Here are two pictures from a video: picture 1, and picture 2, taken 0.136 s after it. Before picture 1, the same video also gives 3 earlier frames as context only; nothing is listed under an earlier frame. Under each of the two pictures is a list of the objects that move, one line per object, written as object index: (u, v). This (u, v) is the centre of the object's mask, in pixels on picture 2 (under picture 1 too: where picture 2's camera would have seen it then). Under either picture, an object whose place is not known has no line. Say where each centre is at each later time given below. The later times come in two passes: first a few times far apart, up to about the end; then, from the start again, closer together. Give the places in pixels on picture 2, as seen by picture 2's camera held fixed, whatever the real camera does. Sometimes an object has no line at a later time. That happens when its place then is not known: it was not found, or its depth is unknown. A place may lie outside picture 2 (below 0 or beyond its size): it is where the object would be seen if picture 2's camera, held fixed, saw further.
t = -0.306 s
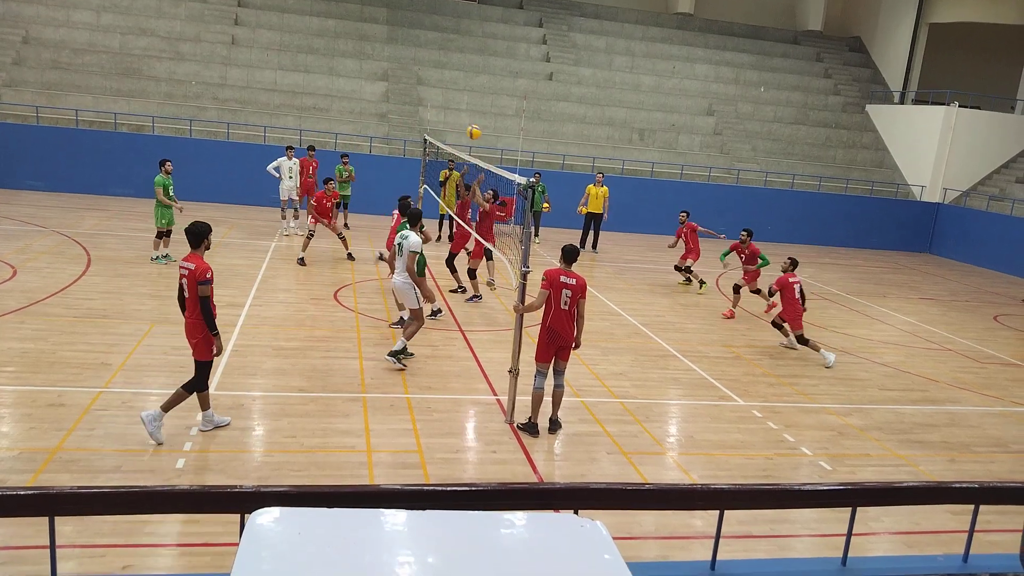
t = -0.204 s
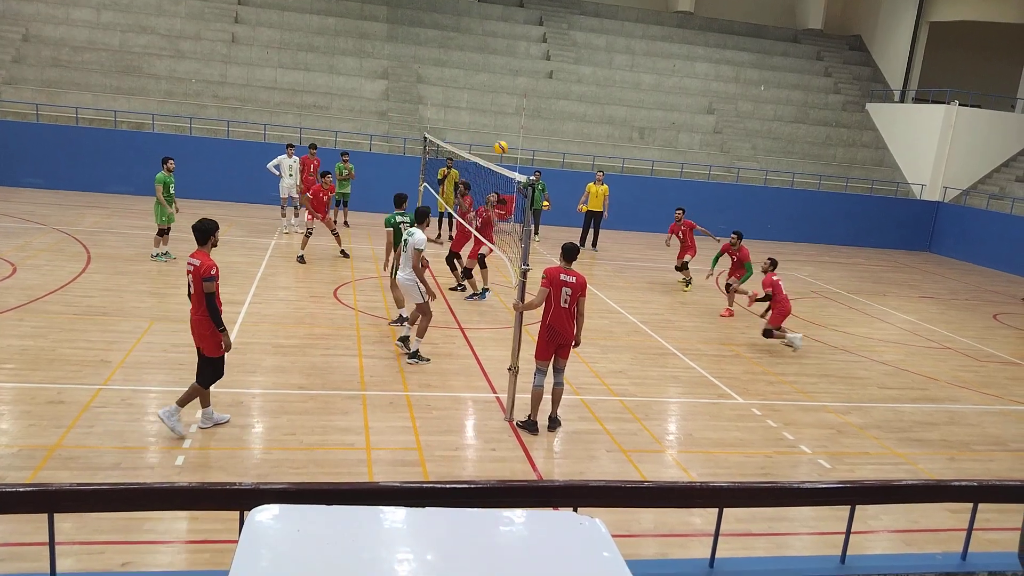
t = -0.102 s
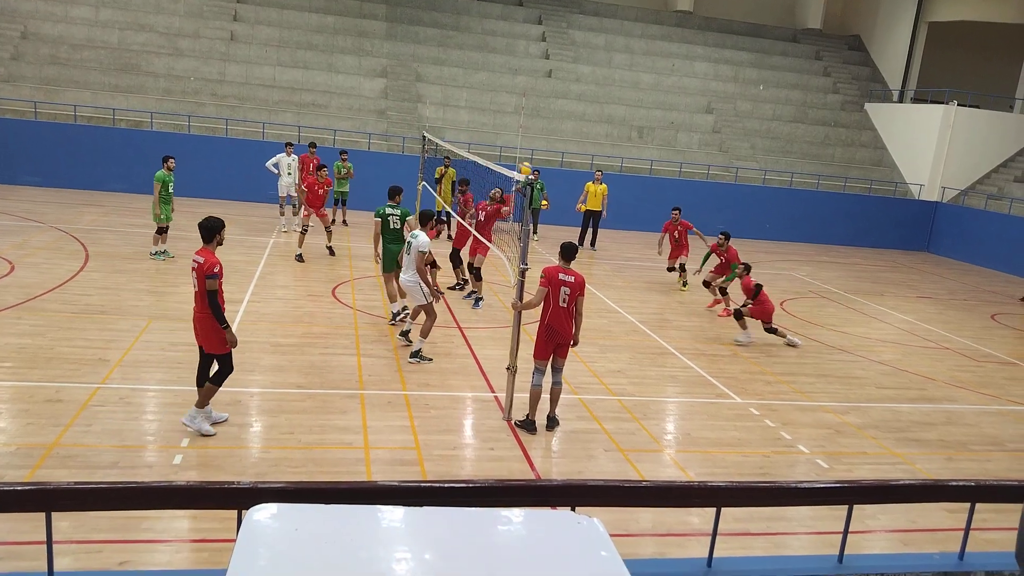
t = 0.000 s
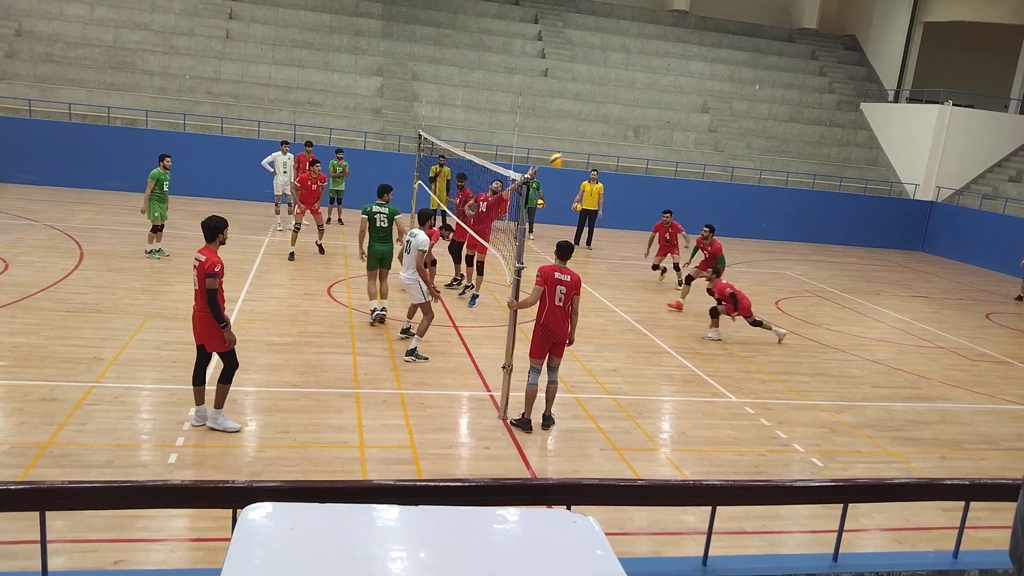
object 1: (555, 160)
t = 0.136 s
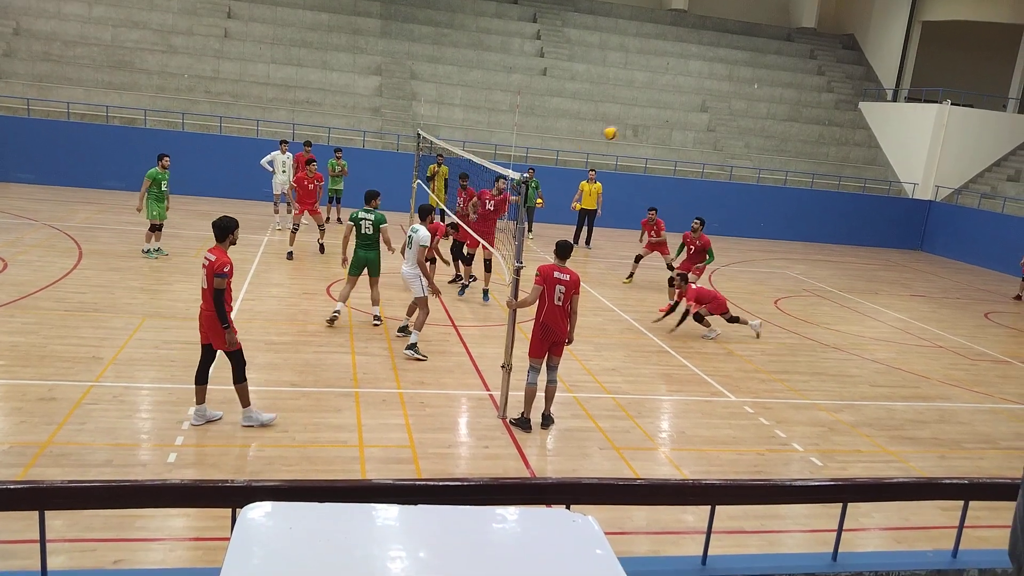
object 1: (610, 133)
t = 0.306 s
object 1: (678, 116)
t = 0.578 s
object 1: (779, 130)
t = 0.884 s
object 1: (876, 205)
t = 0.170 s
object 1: (625, 128)
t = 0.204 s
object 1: (638, 124)
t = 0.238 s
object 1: (652, 120)
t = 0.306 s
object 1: (678, 116)
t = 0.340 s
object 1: (691, 115)
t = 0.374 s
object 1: (705, 115)
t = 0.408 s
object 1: (717, 115)
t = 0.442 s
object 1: (730, 117)
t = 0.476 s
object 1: (743, 119)
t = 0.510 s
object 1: (755, 121)
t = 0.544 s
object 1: (767, 126)
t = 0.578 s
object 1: (779, 130)
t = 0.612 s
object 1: (791, 135)
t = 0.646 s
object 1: (802, 141)
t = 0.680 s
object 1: (814, 148)
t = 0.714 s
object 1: (825, 156)
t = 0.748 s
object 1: (836, 164)
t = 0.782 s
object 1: (846, 173)
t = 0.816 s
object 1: (856, 183)
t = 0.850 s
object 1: (866, 194)
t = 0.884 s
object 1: (876, 205)
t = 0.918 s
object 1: (885, 217)
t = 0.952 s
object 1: (903, 242)
